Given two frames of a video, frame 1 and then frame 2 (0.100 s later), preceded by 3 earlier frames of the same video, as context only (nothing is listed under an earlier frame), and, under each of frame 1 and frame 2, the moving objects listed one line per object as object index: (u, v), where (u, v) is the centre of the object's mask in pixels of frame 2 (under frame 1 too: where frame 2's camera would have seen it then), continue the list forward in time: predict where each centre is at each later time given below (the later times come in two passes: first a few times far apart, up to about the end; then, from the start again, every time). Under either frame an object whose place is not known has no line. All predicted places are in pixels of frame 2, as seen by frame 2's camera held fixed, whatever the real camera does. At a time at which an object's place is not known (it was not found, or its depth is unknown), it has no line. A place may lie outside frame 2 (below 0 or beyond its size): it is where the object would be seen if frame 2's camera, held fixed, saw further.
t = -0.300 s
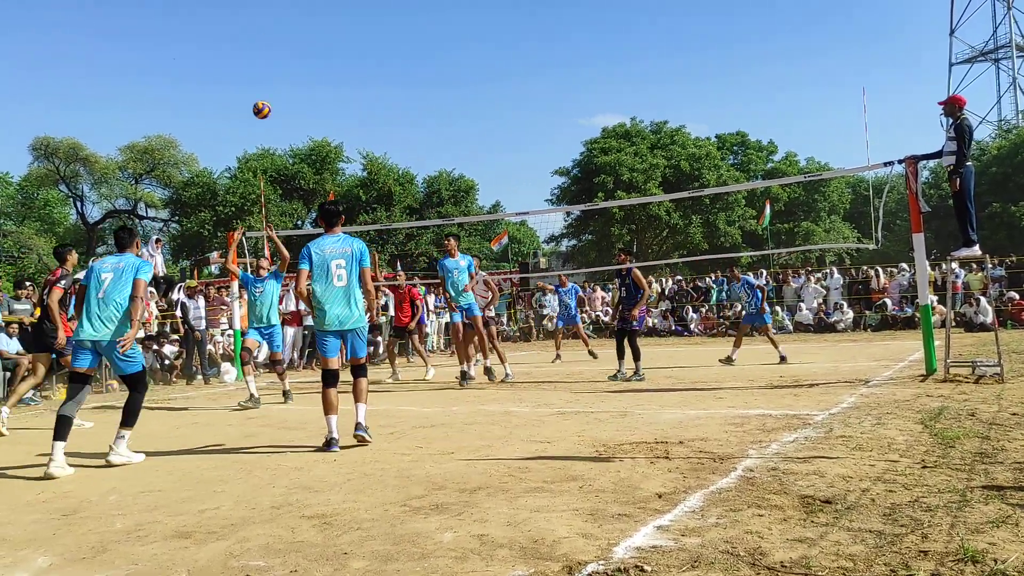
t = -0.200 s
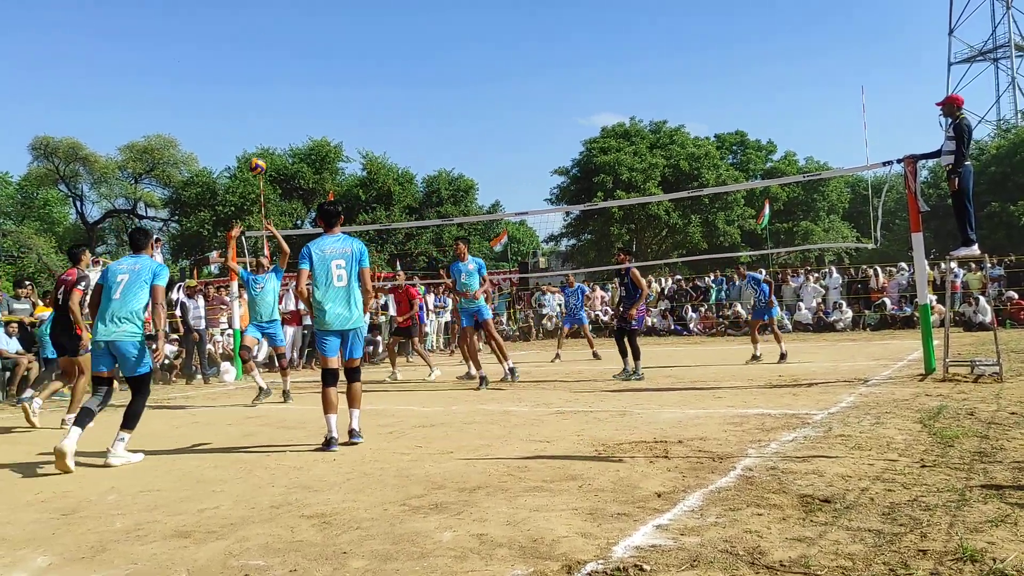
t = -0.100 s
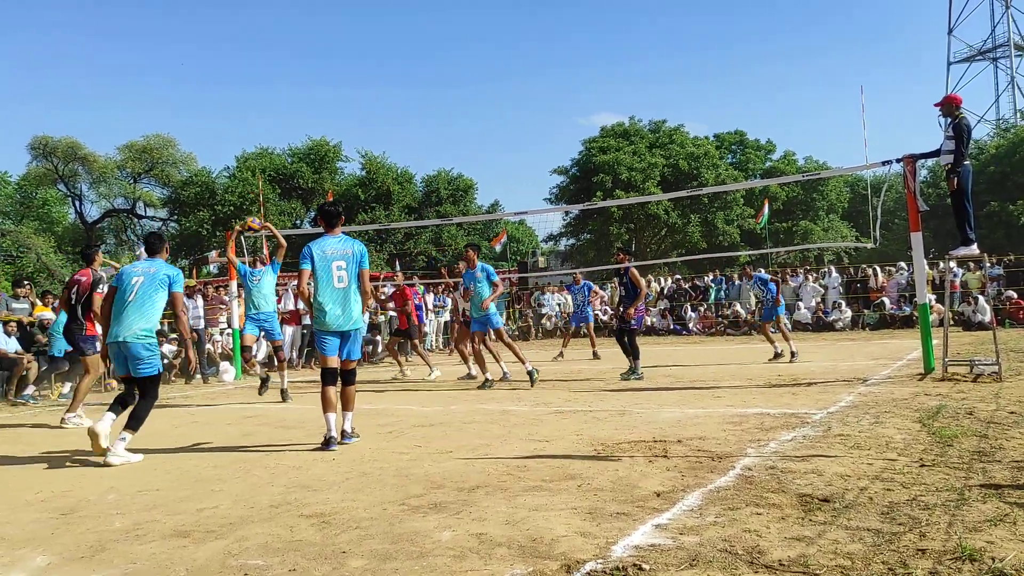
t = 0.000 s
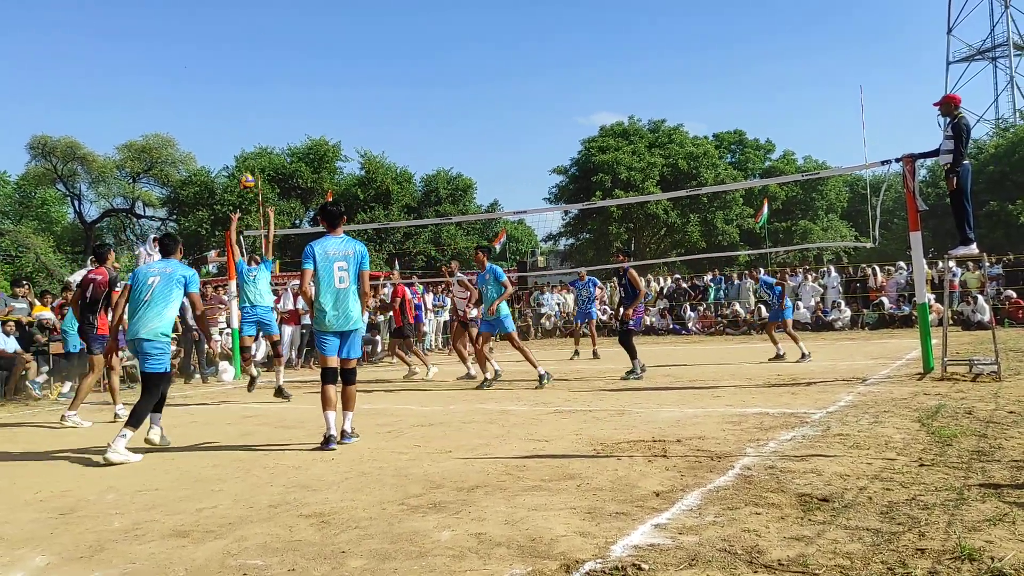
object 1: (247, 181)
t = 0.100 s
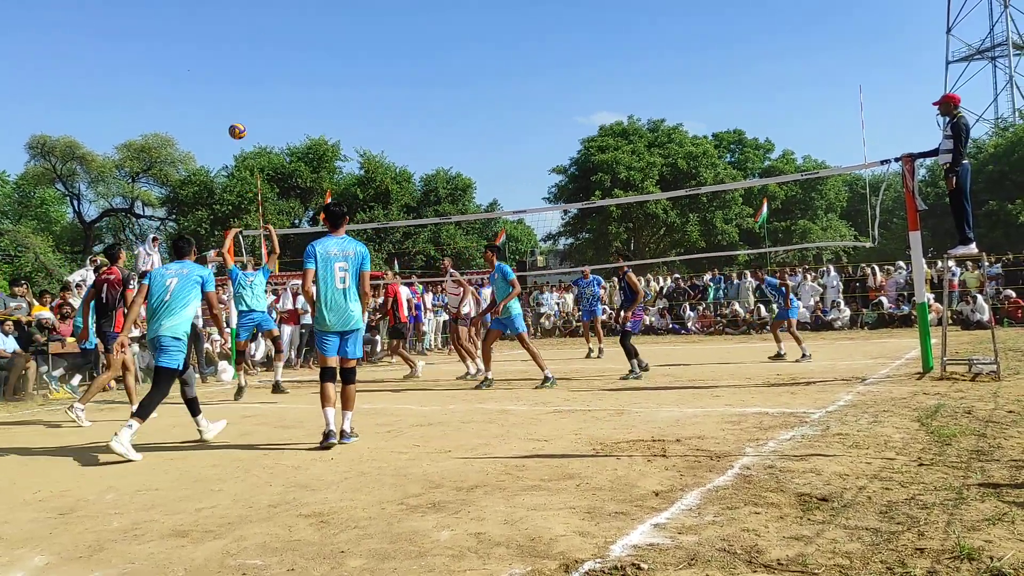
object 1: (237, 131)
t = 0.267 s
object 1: (225, 67)
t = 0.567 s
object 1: (203, 8)
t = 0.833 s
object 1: (187, 14)
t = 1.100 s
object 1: (173, 70)
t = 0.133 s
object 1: (235, 116)
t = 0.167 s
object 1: (232, 102)
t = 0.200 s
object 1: (229, 90)
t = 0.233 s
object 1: (227, 78)
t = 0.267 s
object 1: (225, 67)
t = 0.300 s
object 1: (222, 57)
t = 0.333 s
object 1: (219, 47)
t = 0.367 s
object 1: (217, 39)
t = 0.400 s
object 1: (215, 32)
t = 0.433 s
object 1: (212, 26)
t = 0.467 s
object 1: (209, 20)
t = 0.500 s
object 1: (207, 15)
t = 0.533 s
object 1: (205, 11)
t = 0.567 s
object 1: (203, 8)
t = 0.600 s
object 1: (201, 6)
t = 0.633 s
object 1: (199, 5)
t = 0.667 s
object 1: (197, 4)
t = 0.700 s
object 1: (195, 4)
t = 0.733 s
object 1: (193, 6)
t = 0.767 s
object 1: (191, 7)
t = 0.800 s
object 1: (189, 10)
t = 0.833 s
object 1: (187, 14)
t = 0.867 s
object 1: (185, 18)
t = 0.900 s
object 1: (183, 23)
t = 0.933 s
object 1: (182, 29)
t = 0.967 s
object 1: (180, 36)
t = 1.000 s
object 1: (178, 43)
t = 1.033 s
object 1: (176, 51)
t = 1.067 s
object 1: (175, 60)
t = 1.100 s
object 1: (173, 70)
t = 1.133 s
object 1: (171, 80)
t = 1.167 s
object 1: (170, 91)
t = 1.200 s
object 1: (168, 103)
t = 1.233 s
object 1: (167, 116)
